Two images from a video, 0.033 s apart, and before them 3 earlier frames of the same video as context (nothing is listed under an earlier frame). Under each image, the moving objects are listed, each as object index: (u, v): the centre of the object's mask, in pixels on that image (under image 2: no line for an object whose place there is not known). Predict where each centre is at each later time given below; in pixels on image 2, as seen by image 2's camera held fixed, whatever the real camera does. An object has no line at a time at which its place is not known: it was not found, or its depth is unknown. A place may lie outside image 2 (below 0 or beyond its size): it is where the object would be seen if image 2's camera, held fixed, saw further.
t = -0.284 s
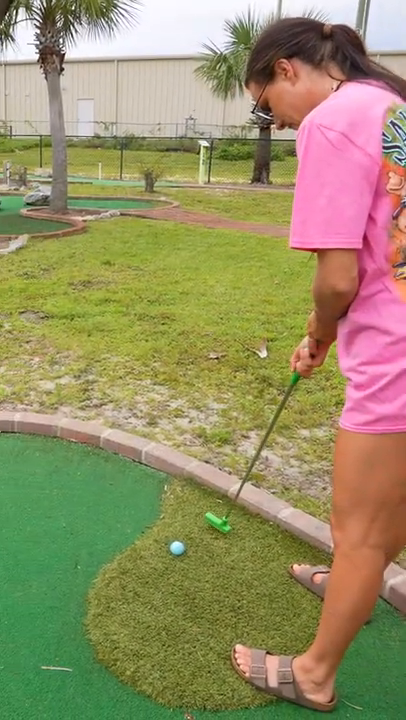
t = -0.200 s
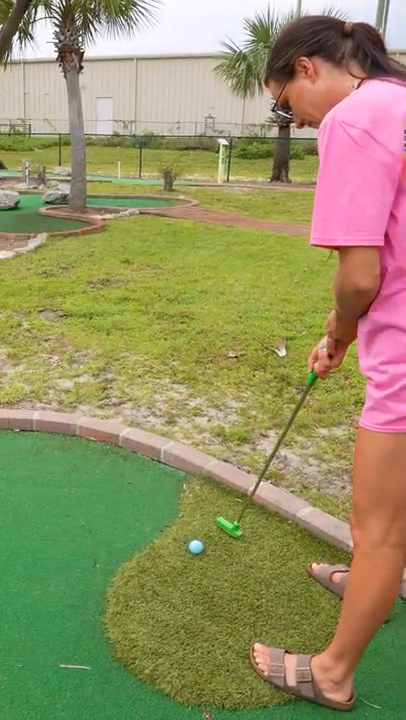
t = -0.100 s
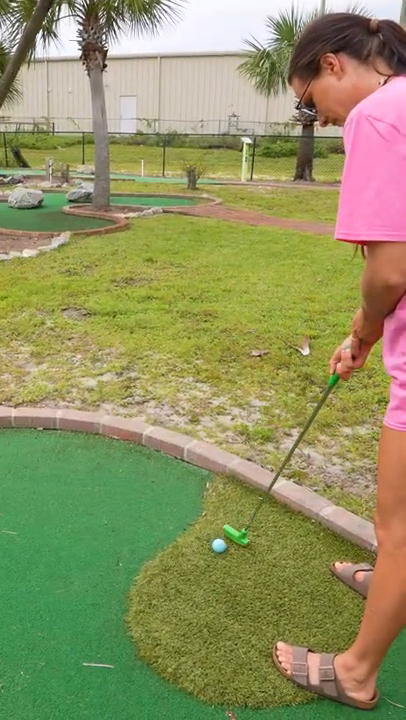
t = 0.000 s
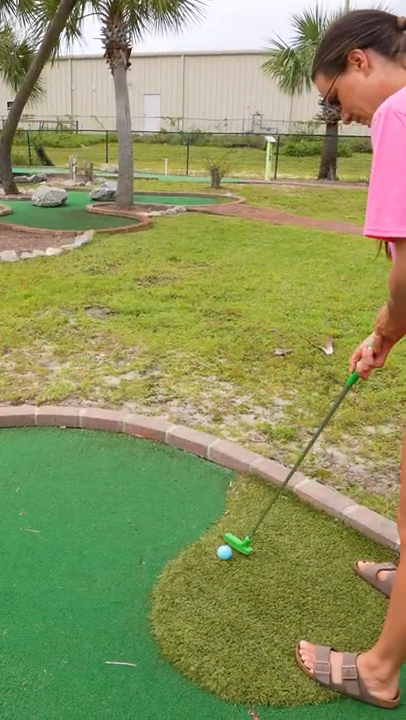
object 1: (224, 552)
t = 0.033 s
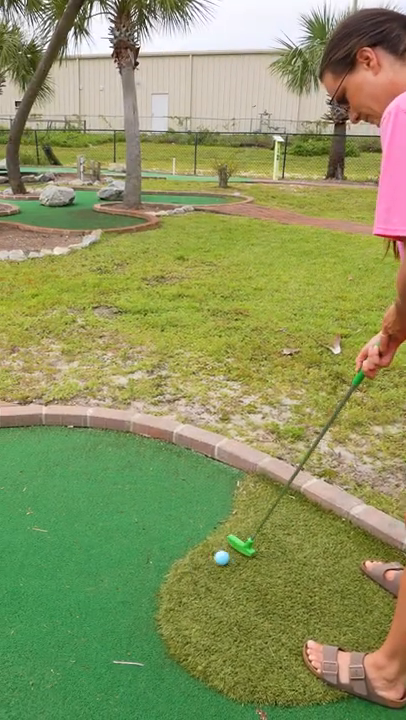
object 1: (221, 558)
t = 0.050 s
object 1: (216, 561)
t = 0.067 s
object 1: (211, 563)
